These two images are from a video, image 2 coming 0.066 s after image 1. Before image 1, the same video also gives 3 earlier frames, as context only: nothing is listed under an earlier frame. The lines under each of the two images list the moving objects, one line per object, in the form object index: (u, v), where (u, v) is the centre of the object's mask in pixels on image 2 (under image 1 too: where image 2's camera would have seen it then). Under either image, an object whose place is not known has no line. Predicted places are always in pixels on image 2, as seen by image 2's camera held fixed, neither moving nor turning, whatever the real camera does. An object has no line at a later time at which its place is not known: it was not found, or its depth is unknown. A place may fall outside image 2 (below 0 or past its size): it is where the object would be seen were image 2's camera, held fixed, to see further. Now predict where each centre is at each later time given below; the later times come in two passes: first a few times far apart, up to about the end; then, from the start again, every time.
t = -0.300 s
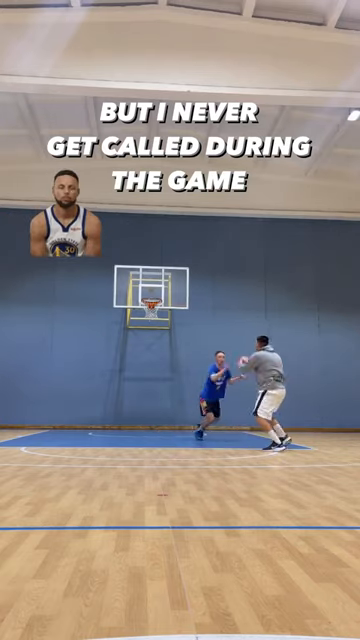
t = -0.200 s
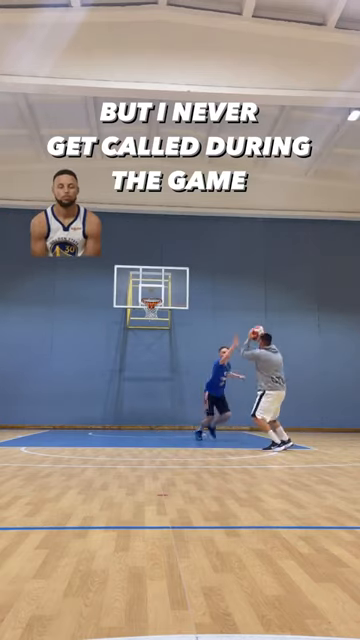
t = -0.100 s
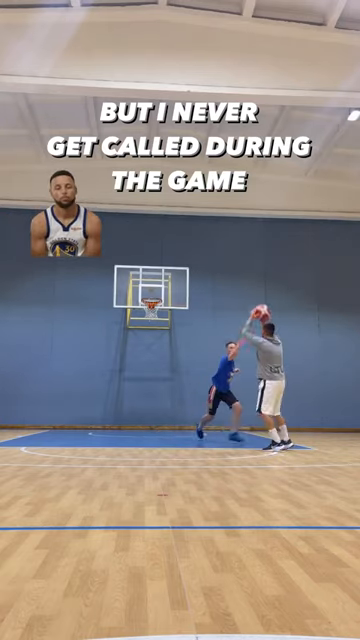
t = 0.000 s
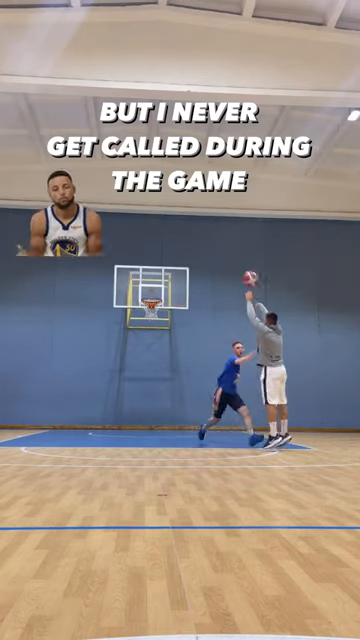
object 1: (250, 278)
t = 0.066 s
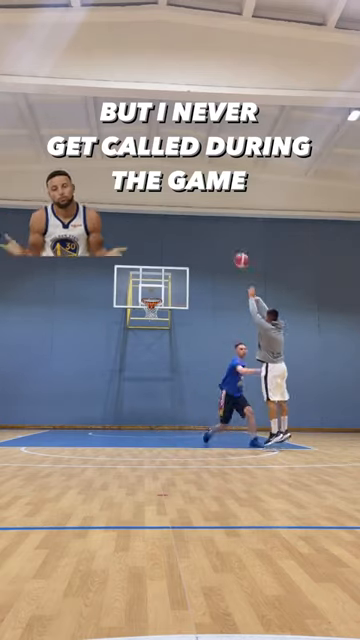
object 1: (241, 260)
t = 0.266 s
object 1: (218, 227)
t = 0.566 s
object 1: (191, 221)
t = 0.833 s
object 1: (171, 250)
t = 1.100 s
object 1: (153, 299)
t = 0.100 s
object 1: (237, 252)
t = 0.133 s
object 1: (232, 245)
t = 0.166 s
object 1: (229, 239)
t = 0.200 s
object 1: (225, 235)
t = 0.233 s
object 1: (222, 231)
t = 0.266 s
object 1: (218, 227)
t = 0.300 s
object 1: (215, 224)
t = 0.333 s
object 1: (211, 222)
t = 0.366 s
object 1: (208, 221)
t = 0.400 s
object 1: (205, 218)
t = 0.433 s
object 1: (201, 218)
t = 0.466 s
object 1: (198, 218)
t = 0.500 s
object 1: (196, 219)
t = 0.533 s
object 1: (194, 220)
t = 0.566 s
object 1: (191, 221)
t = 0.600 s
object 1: (187, 224)
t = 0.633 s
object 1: (185, 226)
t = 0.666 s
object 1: (183, 229)
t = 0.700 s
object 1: (181, 232)
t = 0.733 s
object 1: (178, 235)
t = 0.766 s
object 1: (175, 240)
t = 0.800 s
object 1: (173, 244)
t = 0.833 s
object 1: (171, 250)
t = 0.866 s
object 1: (168, 254)
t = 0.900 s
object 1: (166, 260)
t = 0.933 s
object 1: (163, 266)
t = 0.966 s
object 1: (162, 273)
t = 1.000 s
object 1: (159, 279)
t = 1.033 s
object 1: (157, 286)
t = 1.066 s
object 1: (155, 293)
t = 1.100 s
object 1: (153, 299)
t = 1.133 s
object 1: (151, 306)
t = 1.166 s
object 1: (150, 313)
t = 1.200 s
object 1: (149, 314)
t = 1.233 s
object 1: (147, 317)
